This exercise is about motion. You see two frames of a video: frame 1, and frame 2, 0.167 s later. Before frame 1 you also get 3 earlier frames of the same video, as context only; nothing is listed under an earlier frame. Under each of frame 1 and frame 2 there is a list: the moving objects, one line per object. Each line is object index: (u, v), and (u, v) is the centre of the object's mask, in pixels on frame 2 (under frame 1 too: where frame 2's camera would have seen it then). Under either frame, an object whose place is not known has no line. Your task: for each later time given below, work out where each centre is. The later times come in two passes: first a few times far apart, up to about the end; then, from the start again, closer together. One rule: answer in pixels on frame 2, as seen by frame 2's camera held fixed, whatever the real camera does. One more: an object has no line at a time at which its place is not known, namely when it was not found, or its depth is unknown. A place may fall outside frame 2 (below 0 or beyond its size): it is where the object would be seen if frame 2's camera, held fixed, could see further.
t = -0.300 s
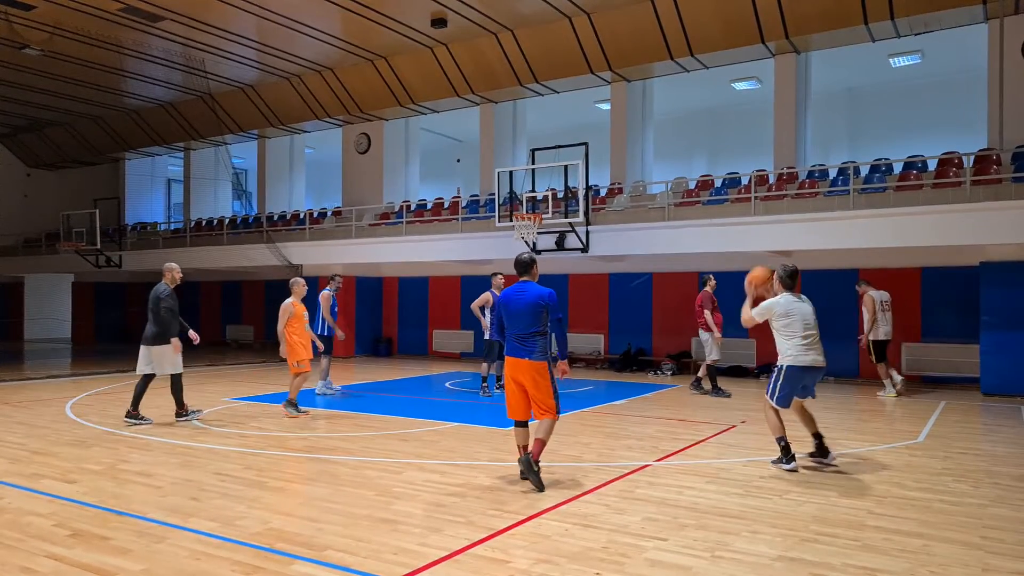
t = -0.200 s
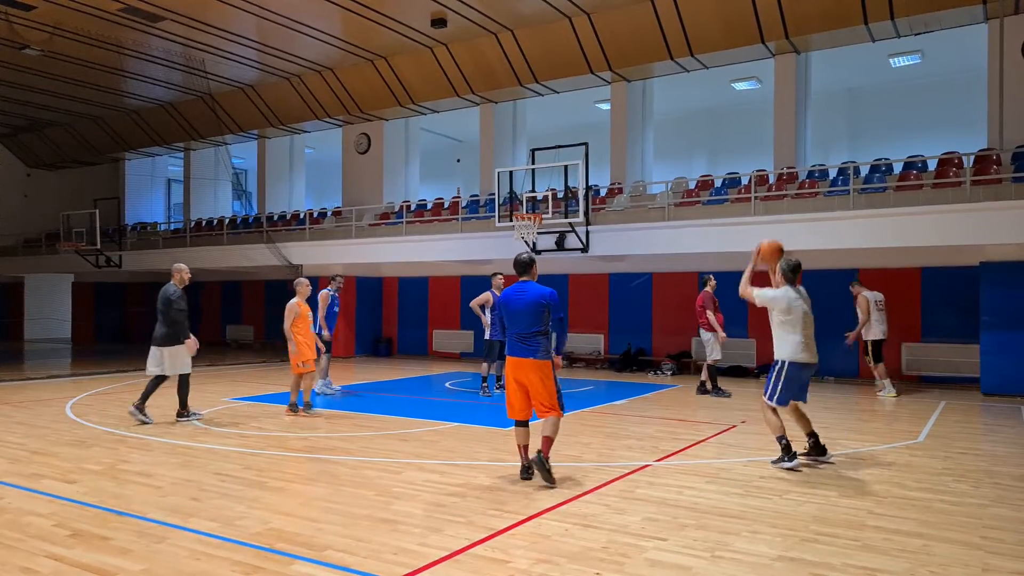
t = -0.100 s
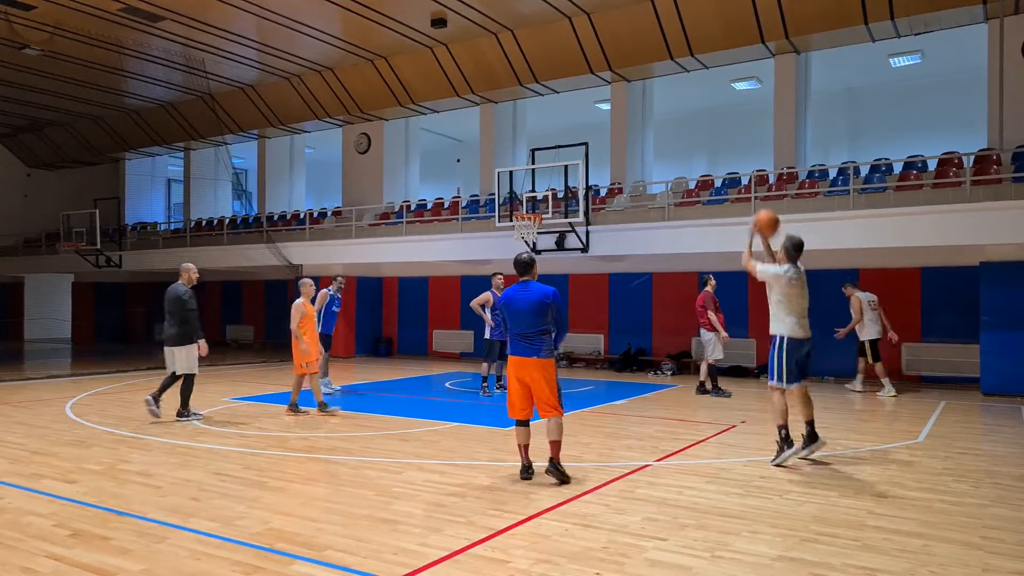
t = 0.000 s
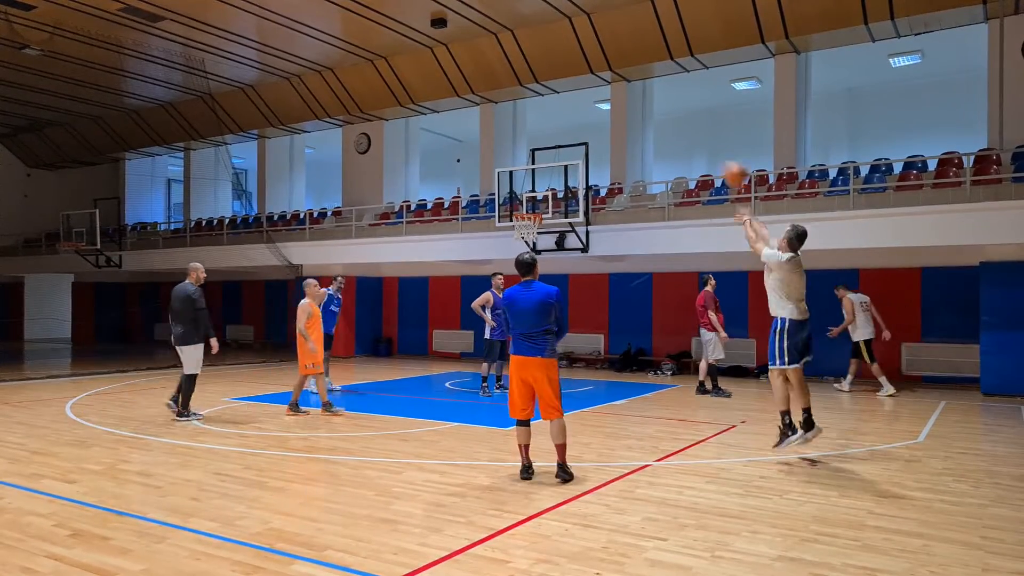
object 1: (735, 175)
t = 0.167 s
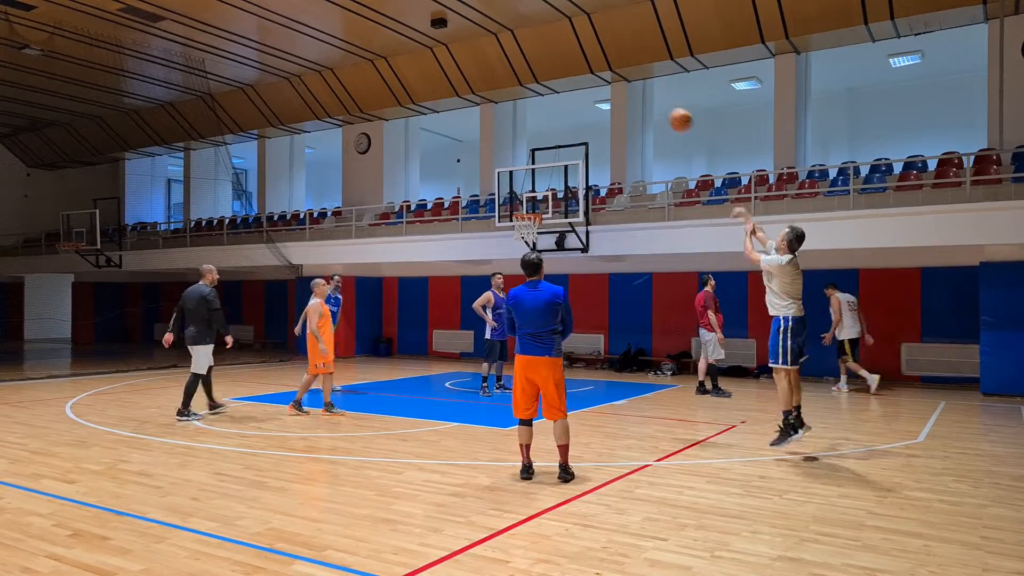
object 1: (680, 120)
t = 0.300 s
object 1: (646, 100)
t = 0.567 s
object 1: (594, 106)
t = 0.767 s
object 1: (563, 138)
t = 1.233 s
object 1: (514, 164)
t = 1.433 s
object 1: (497, 130)
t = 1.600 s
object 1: (482, 118)
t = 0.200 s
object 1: (671, 114)
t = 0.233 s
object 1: (663, 108)
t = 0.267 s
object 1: (654, 104)
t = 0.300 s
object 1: (646, 100)
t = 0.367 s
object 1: (631, 97)
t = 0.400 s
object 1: (625, 96)
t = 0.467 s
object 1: (613, 98)
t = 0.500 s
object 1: (606, 100)
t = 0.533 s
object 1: (600, 103)
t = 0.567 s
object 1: (594, 106)
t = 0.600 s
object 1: (588, 110)
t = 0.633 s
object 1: (583, 114)
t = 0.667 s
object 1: (577, 119)
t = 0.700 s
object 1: (573, 125)
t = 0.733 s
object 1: (568, 131)
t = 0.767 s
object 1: (563, 138)
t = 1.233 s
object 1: (514, 164)
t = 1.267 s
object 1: (511, 157)
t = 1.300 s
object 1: (508, 151)
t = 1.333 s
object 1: (505, 145)
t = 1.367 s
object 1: (502, 139)
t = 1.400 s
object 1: (500, 135)
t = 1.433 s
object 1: (497, 130)
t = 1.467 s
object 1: (494, 126)
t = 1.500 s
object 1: (491, 123)
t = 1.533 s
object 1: (488, 121)
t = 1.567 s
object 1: (485, 119)
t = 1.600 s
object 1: (482, 118)
